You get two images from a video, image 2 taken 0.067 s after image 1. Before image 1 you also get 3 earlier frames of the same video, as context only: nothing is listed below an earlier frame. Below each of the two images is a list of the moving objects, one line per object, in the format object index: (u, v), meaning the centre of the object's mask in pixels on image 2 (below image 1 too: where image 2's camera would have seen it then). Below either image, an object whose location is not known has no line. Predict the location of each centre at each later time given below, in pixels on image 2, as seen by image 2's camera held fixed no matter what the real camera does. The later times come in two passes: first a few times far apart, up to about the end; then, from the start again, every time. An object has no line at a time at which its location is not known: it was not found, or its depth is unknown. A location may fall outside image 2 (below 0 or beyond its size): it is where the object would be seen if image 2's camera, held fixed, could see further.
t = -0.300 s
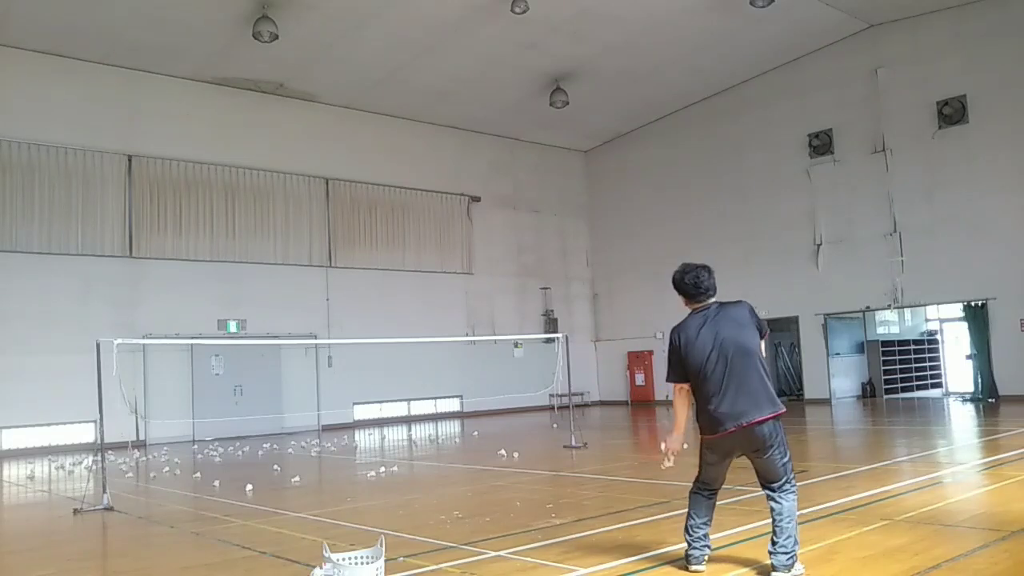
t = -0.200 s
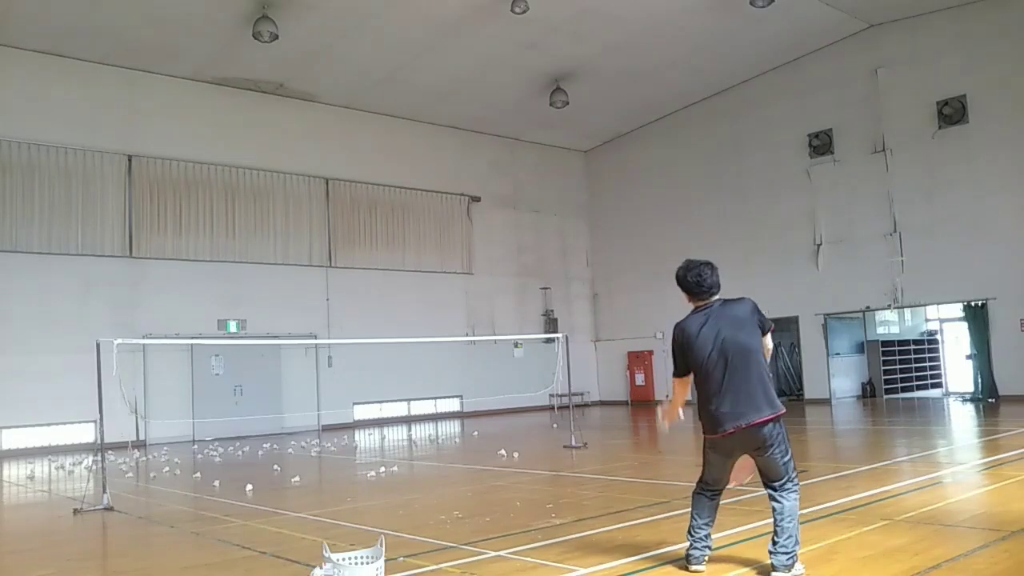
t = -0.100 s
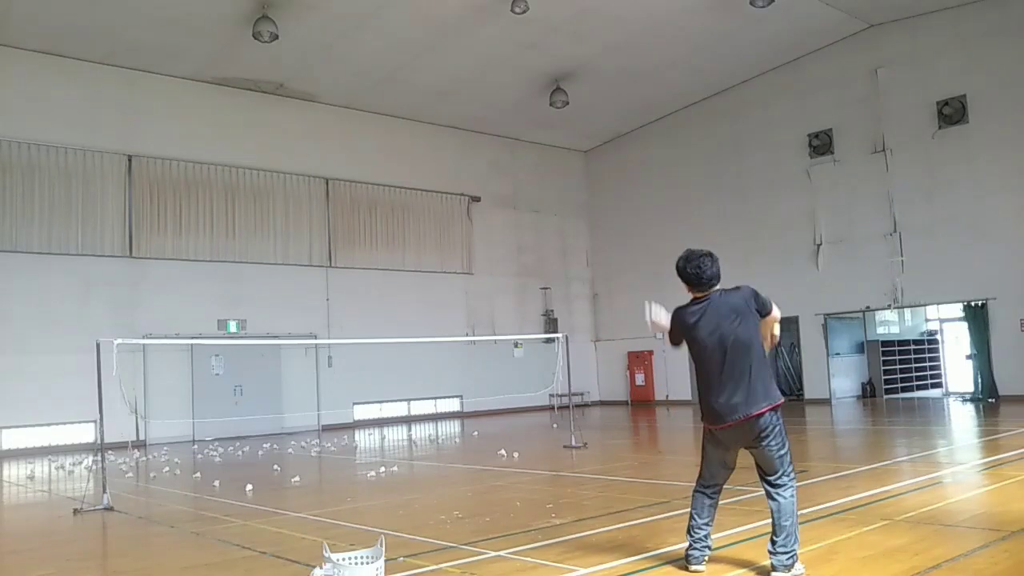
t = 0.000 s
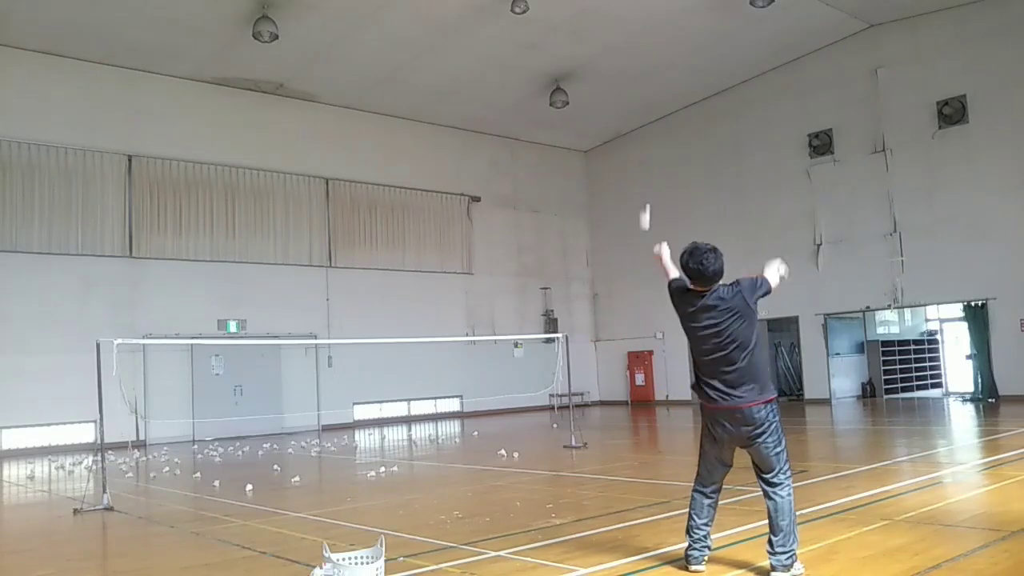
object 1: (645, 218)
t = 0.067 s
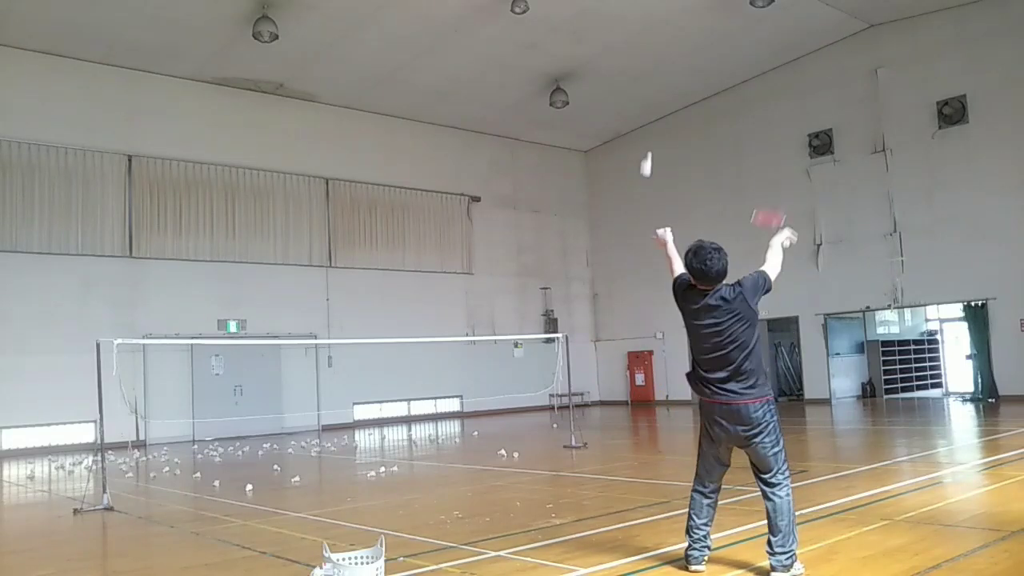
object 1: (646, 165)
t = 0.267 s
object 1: (655, 54)
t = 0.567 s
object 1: (667, 8)
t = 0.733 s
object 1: (679, 35)
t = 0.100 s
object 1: (648, 142)
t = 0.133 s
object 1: (650, 121)
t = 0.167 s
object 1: (651, 101)
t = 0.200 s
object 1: (652, 83)
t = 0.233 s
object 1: (653, 68)
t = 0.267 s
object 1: (655, 54)
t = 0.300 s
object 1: (656, 42)
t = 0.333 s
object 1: (657, 32)
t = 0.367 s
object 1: (658, 23)
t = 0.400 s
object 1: (660, 17)
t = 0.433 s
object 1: (661, 11)
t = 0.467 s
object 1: (662, 9)
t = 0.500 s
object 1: (663, 8)
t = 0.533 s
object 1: (665, 7)
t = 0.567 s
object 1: (667, 8)
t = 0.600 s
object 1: (669, 10)
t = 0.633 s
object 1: (670, 14)
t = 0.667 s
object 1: (673, 20)
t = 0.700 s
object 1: (675, 26)
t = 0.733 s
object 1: (679, 35)
